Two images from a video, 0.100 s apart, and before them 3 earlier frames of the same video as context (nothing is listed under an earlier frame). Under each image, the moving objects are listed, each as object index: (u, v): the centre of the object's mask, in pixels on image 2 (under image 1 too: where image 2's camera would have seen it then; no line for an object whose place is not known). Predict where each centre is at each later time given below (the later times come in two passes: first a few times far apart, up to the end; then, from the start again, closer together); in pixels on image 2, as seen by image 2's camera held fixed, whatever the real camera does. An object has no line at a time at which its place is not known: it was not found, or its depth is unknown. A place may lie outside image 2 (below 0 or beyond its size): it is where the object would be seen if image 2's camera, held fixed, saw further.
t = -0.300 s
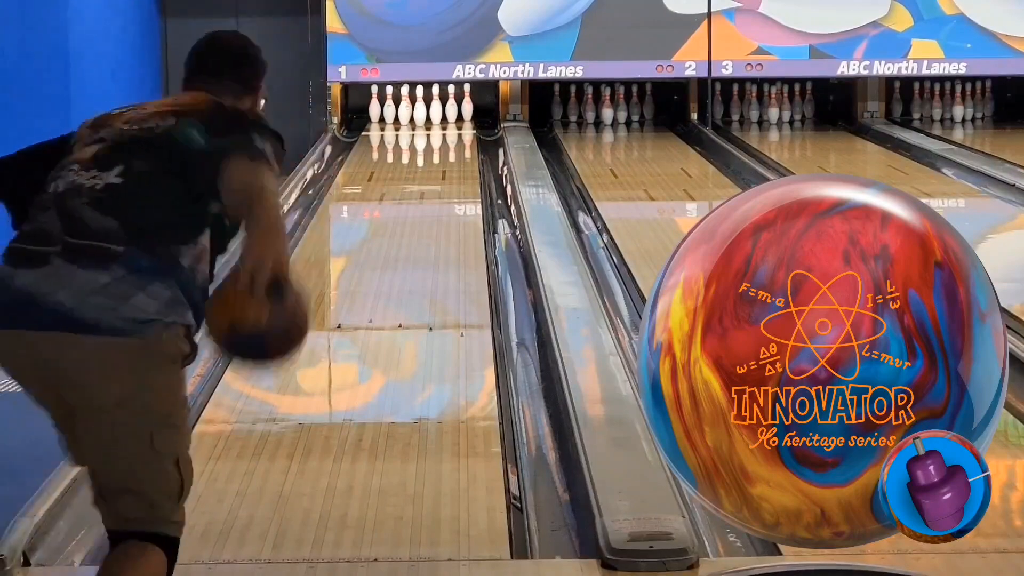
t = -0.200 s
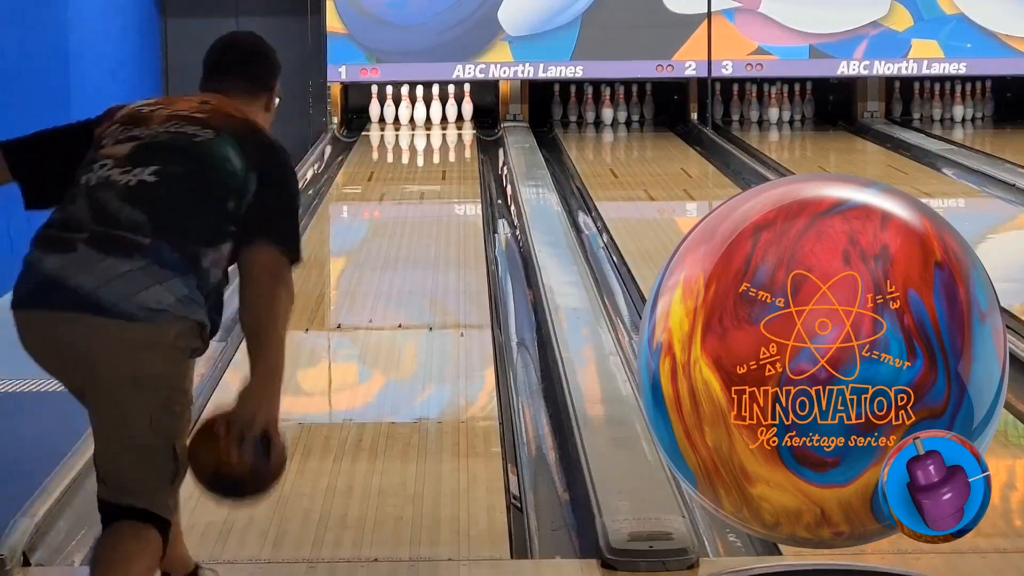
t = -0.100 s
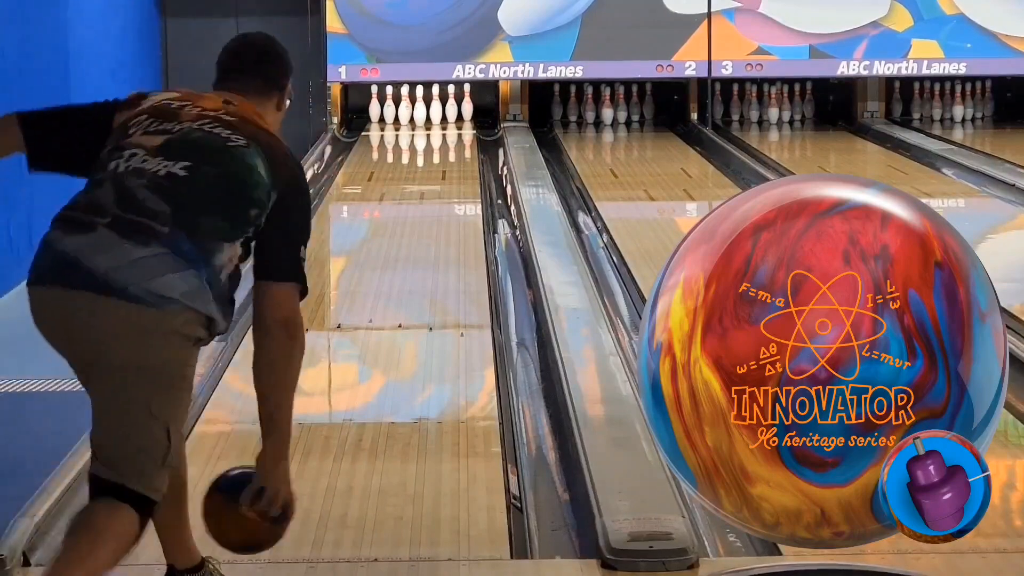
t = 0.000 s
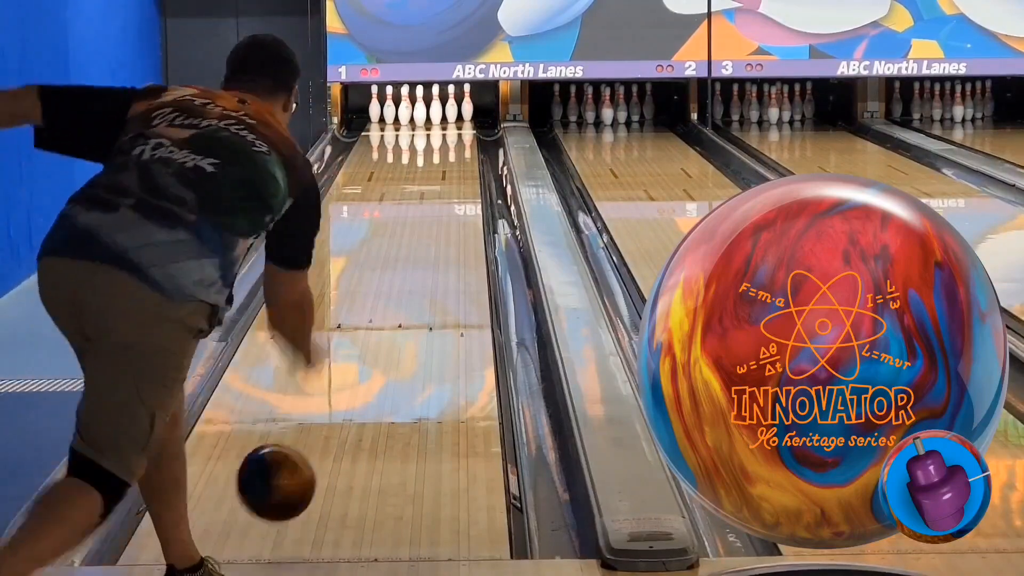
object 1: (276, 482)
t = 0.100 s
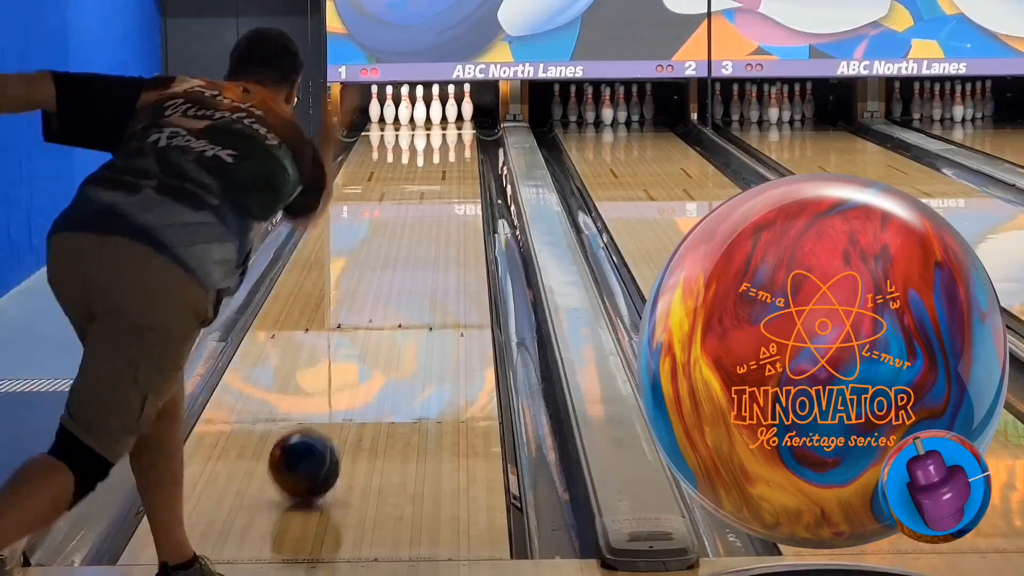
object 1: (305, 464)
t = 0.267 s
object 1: (339, 399)
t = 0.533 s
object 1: (378, 320)
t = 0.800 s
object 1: (405, 267)
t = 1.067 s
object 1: (423, 227)
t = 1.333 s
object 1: (437, 197)
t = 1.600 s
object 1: (447, 173)
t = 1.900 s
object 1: (452, 151)
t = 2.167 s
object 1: (449, 136)
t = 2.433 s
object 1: (440, 125)
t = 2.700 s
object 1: (427, 116)
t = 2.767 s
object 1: (426, 115)
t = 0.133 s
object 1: (312, 449)
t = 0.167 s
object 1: (319, 437)
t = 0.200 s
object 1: (326, 424)
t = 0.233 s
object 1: (333, 412)
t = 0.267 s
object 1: (339, 399)
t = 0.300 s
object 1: (345, 387)
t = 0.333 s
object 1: (351, 375)
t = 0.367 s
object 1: (356, 365)
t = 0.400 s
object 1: (361, 355)
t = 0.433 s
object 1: (366, 346)
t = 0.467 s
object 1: (370, 337)
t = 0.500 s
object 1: (374, 328)
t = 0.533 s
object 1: (378, 320)
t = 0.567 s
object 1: (382, 312)
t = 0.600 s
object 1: (386, 305)
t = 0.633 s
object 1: (390, 298)
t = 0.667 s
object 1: (393, 291)
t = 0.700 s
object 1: (396, 284)
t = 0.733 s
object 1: (399, 278)
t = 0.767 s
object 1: (402, 272)
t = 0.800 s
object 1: (405, 267)
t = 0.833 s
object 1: (408, 261)
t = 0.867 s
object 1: (410, 256)
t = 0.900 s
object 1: (413, 250)
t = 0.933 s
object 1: (415, 246)
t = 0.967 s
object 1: (417, 241)
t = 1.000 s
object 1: (419, 236)
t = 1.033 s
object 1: (422, 231)
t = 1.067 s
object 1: (423, 227)
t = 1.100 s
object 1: (426, 223)
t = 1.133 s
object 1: (427, 219)
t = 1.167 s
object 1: (429, 215)
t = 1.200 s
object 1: (431, 211)
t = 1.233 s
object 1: (433, 207)
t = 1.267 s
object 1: (434, 204)
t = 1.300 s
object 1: (436, 200)
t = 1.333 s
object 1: (437, 197)
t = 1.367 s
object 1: (438, 194)
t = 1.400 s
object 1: (440, 190)
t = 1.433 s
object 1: (441, 187)
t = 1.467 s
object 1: (442, 184)
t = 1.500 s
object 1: (443, 182)
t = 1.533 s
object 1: (445, 178)
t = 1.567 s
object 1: (445, 176)
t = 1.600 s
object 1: (447, 173)
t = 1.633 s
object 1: (448, 170)
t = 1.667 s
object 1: (448, 168)
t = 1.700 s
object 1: (449, 166)
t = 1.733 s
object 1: (450, 163)
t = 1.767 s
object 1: (450, 161)
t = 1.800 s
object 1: (451, 157)
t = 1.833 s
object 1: (452, 155)
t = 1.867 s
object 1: (452, 153)
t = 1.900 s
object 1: (452, 151)
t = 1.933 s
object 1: (452, 149)
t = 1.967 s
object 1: (453, 147)
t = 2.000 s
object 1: (452, 145)
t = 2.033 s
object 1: (452, 143)
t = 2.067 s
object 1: (452, 142)
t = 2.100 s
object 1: (452, 140)
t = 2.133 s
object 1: (450, 138)
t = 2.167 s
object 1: (449, 136)
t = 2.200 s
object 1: (449, 134)
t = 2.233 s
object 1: (447, 133)
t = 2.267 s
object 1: (447, 132)
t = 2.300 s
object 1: (446, 130)
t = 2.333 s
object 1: (444, 129)
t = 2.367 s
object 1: (443, 127)
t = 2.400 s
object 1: (441, 126)
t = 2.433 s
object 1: (440, 125)
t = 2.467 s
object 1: (438, 123)
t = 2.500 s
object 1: (436, 122)
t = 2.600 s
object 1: (430, 119)
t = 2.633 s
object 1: (428, 118)
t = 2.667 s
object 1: (426, 117)
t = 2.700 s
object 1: (427, 116)
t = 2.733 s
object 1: (427, 115)
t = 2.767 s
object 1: (426, 115)
